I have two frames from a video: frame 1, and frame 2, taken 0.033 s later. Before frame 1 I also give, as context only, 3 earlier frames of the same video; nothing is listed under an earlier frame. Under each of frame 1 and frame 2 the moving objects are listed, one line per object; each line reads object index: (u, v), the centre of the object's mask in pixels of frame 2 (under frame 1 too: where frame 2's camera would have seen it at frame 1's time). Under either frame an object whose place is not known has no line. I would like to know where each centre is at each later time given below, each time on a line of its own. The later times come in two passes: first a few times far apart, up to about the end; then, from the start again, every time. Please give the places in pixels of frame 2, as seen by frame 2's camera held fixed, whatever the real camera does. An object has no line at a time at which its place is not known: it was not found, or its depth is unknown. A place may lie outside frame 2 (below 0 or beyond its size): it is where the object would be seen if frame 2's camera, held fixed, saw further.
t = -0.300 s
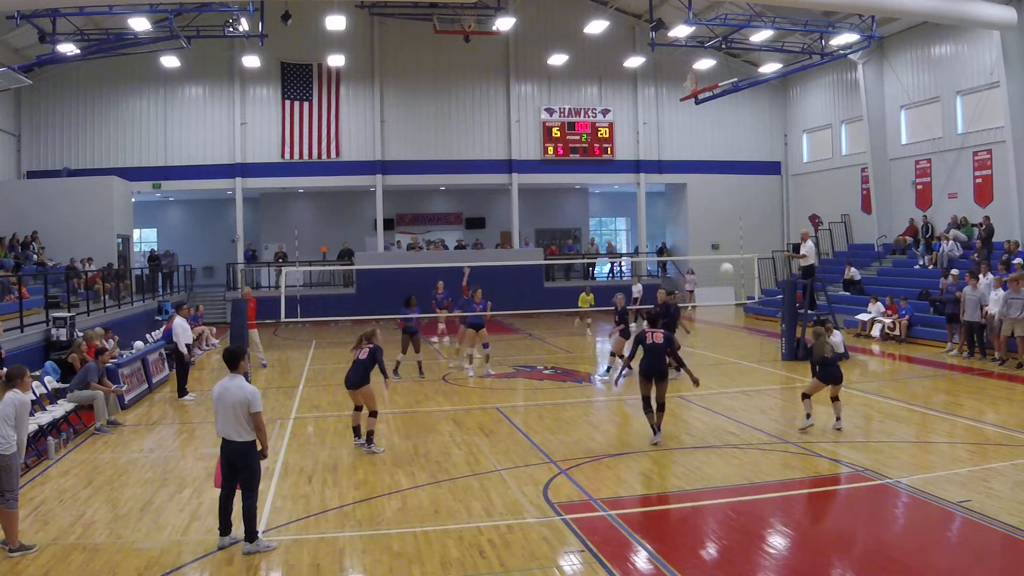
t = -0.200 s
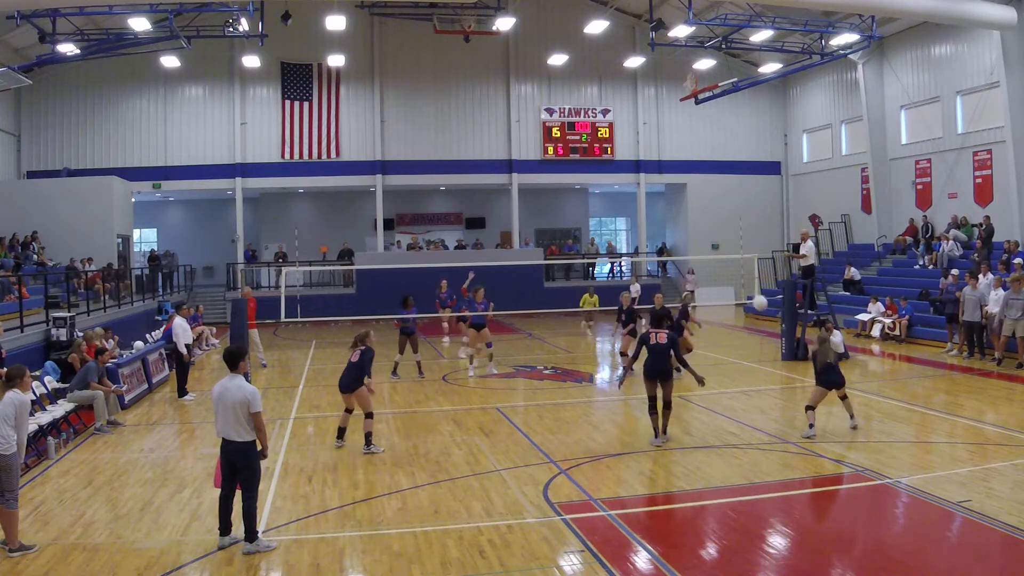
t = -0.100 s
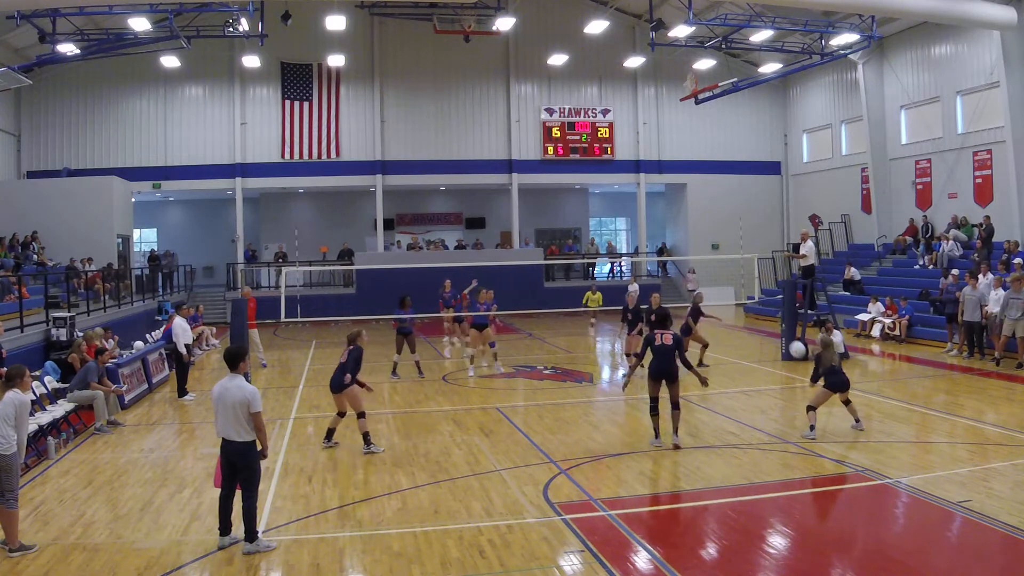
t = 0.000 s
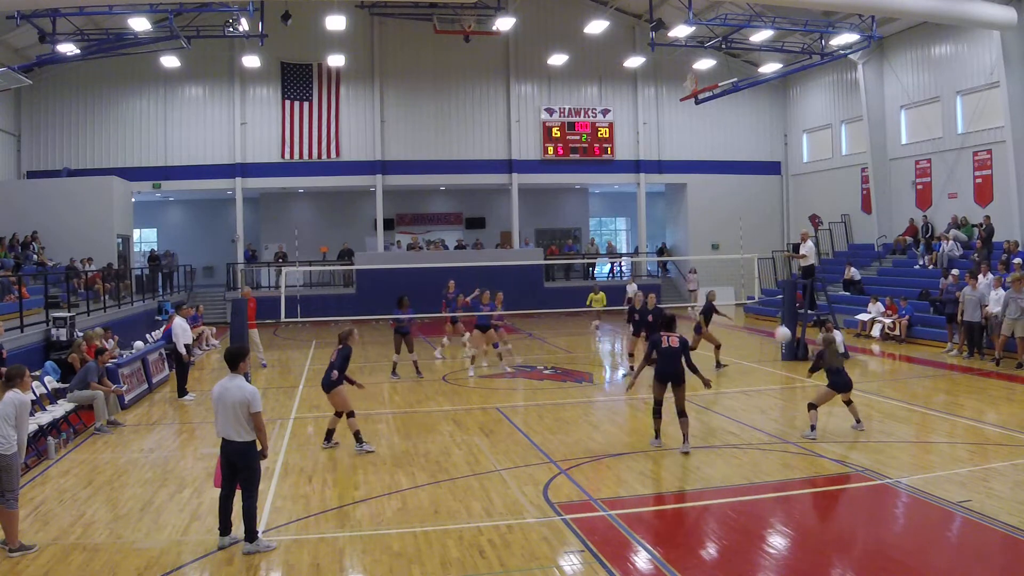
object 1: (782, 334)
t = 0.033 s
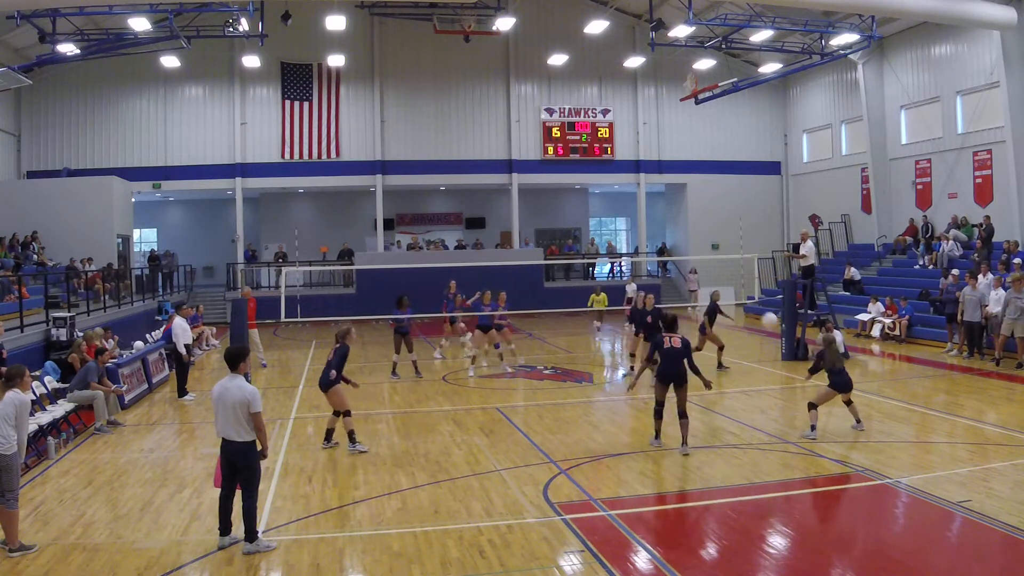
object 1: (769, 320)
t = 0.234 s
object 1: (692, 254)
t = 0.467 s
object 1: (607, 217)
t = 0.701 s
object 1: (527, 218)
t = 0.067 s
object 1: (757, 307)
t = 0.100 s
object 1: (743, 294)
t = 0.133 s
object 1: (730, 283)
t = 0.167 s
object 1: (717, 273)
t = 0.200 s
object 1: (705, 263)
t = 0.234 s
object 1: (692, 254)
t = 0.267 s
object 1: (679, 247)
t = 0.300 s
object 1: (667, 240)
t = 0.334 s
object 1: (654, 233)
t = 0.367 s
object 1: (642, 228)
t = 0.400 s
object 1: (631, 223)
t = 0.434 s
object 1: (619, 219)
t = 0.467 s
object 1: (607, 217)
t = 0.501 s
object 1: (595, 215)
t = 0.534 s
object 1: (583, 213)
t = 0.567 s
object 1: (572, 213)
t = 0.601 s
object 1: (560, 213)
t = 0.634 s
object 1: (550, 214)
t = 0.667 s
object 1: (538, 215)
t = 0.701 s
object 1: (527, 218)
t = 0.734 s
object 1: (517, 221)
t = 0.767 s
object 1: (506, 224)
